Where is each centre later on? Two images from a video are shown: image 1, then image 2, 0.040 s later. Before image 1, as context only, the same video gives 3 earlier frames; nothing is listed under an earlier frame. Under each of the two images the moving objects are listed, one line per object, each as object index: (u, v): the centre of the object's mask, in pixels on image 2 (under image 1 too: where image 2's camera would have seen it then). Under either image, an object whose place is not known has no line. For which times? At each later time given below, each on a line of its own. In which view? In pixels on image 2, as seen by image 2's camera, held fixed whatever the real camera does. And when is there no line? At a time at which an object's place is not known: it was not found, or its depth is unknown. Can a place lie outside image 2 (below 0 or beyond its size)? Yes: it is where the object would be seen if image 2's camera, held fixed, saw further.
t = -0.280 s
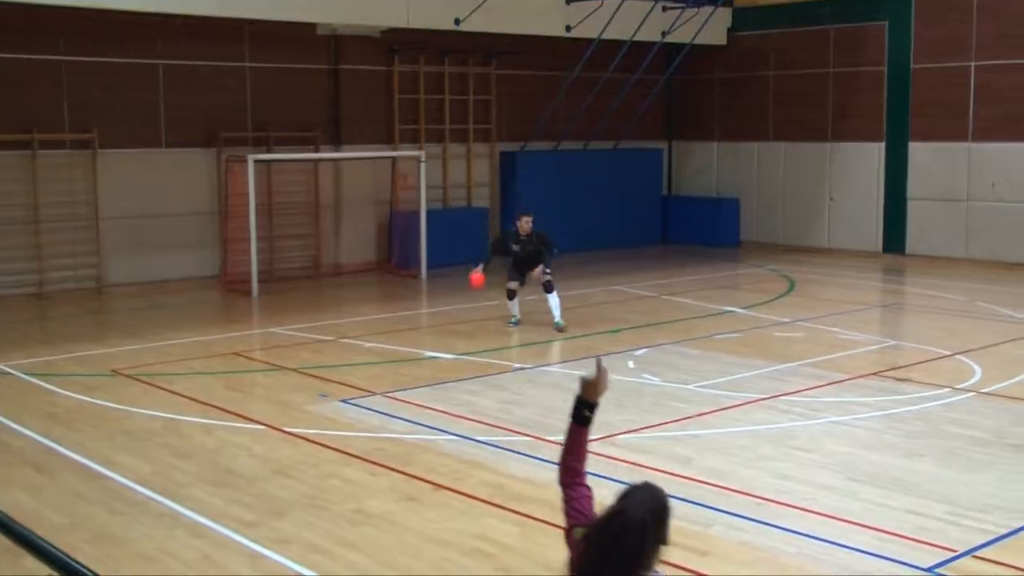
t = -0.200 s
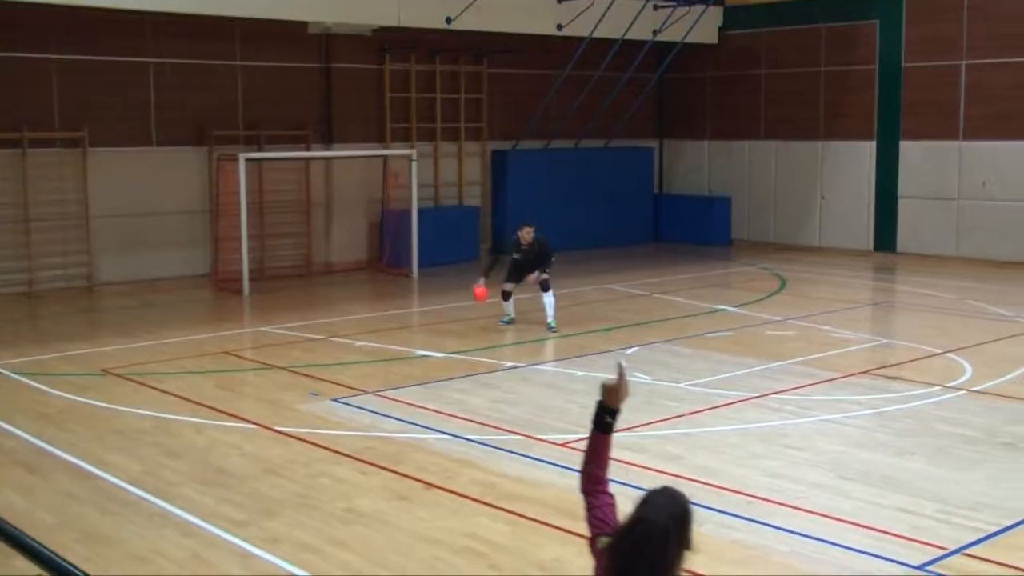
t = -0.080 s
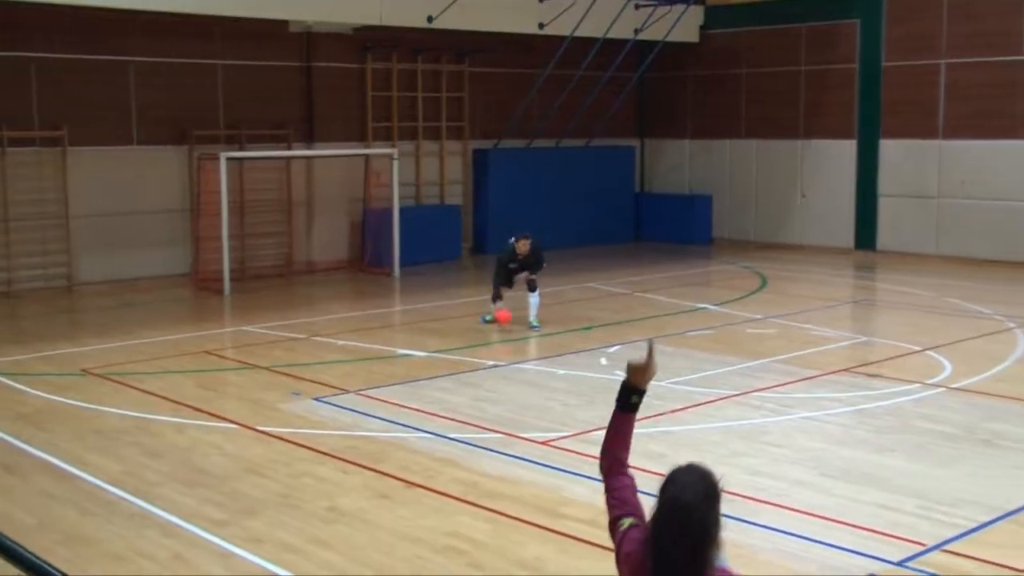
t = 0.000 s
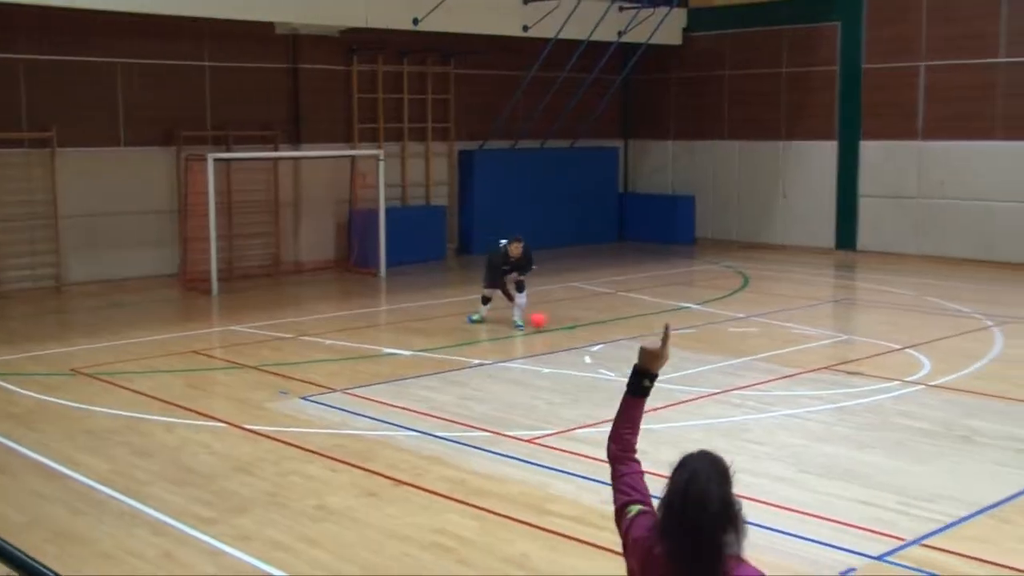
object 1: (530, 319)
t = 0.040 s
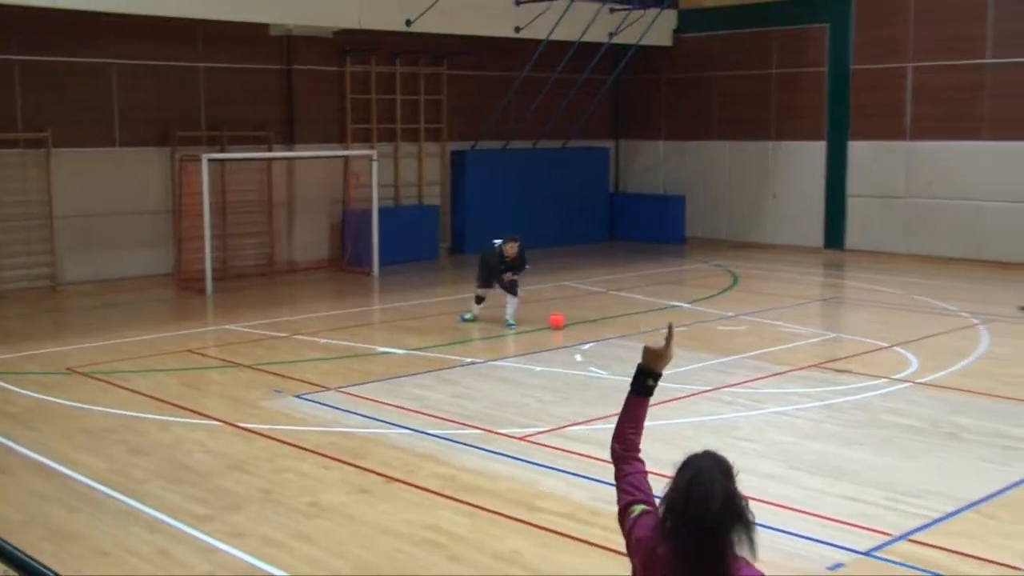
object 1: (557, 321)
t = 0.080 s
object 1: (581, 321)
